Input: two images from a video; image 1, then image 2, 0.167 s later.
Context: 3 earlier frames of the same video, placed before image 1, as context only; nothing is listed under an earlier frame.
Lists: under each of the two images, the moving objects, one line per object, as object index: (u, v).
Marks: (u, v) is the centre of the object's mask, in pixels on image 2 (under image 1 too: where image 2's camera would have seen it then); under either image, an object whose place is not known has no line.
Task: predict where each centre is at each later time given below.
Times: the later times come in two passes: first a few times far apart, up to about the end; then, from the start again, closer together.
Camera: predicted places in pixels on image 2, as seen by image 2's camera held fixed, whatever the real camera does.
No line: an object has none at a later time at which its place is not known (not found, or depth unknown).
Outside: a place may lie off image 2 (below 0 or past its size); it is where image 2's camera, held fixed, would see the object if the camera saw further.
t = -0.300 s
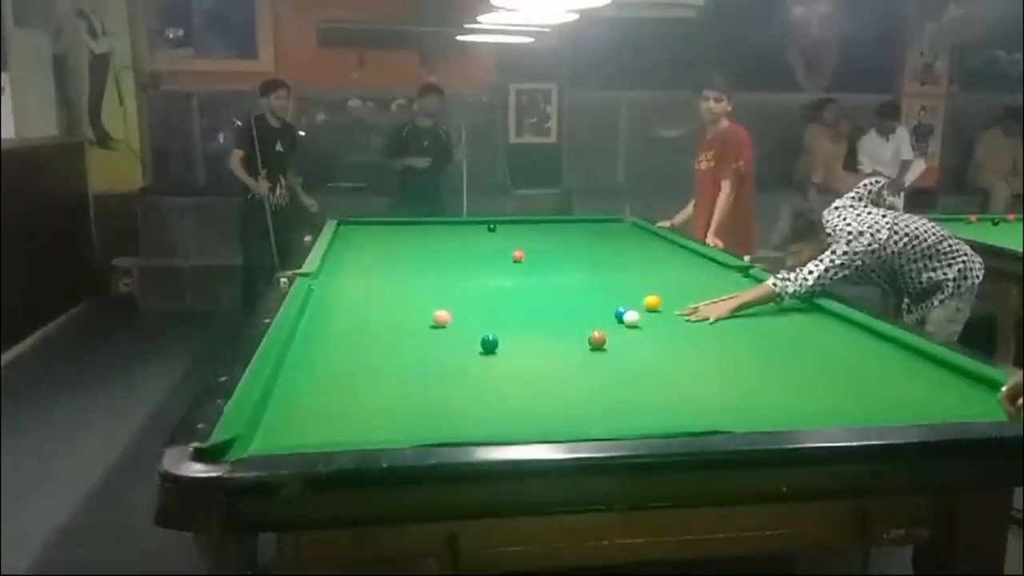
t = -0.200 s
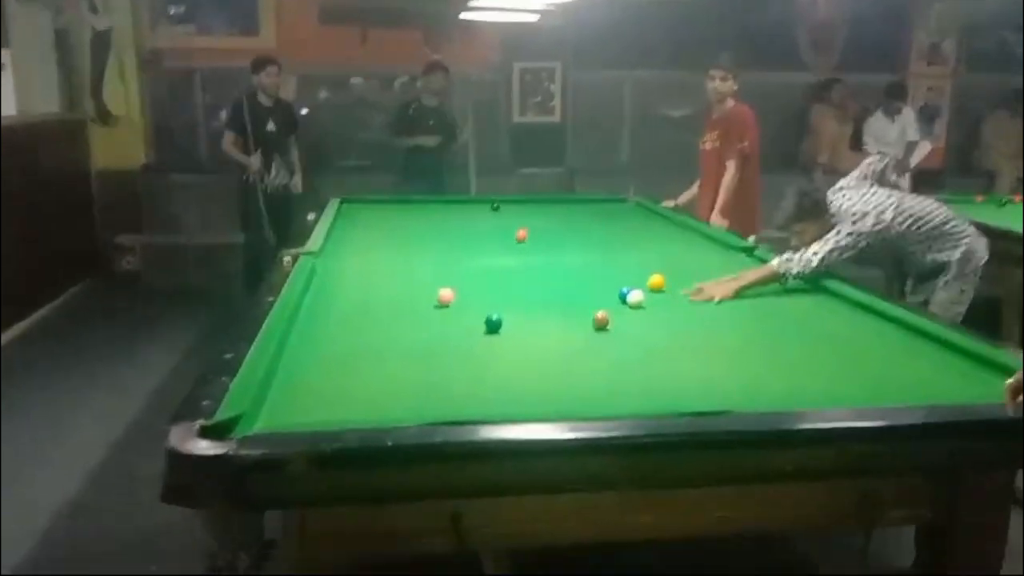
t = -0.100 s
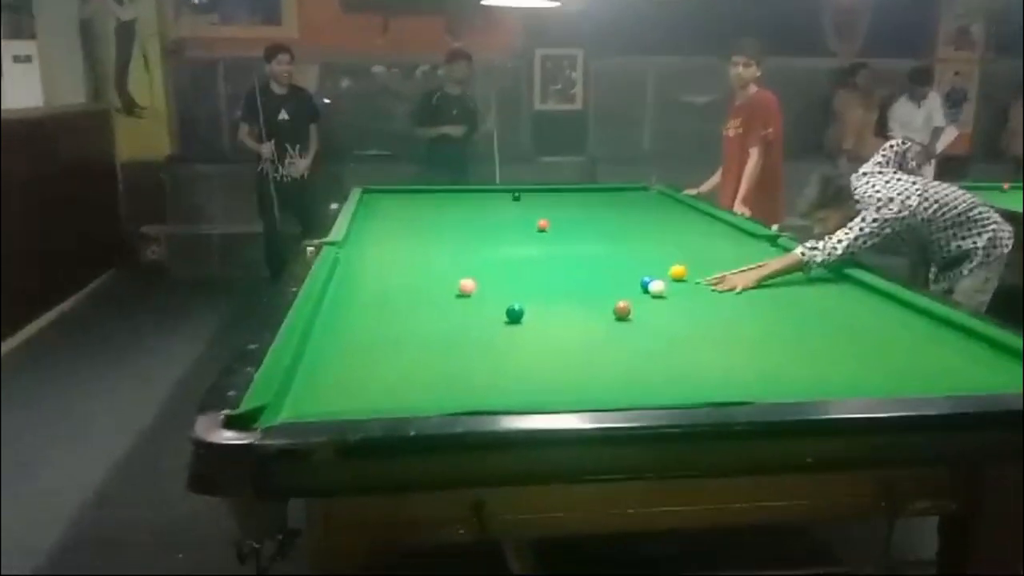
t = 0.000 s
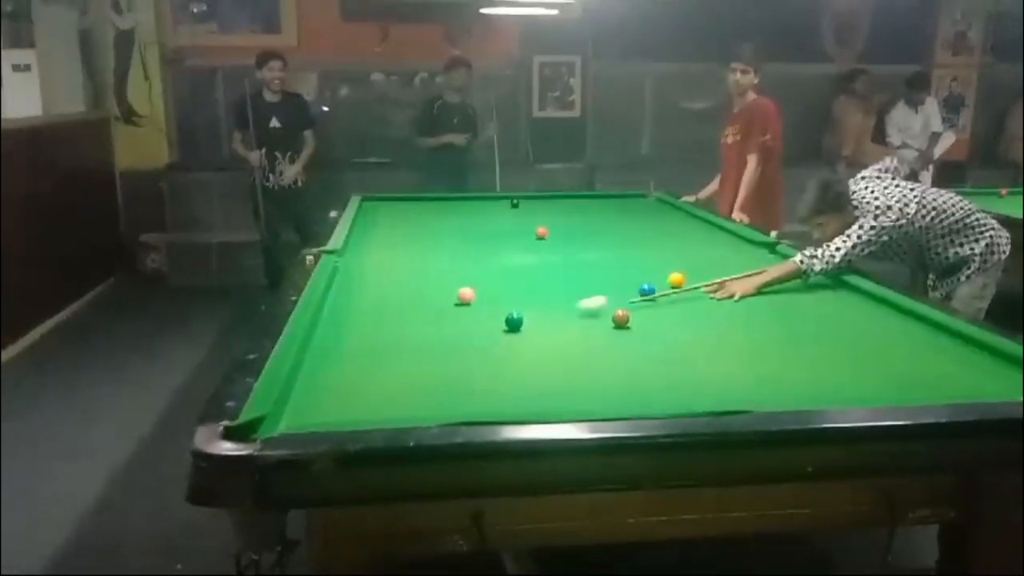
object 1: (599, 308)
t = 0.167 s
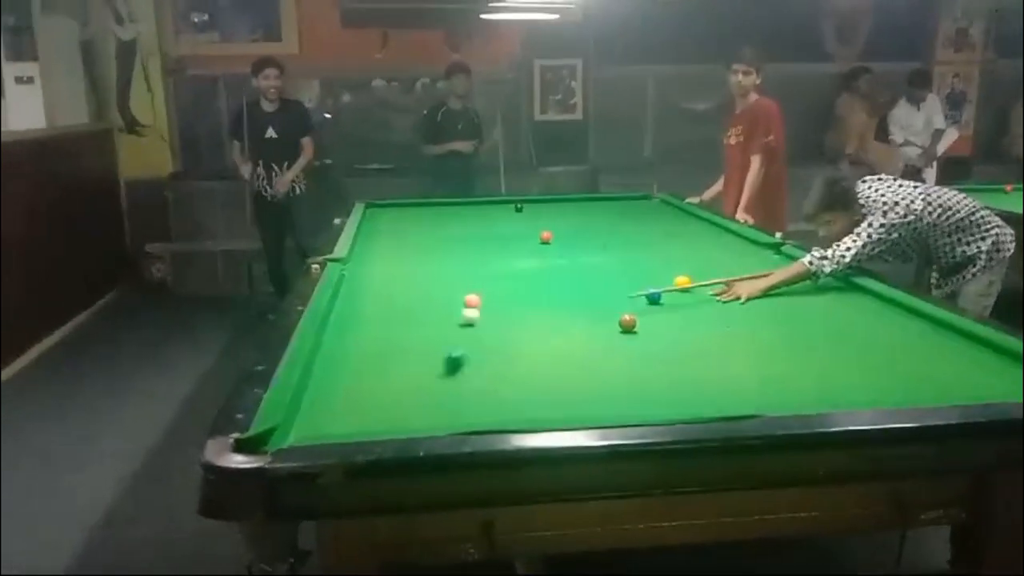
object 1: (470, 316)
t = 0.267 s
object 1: (427, 309)
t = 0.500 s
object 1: (361, 297)
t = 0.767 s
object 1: (361, 284)
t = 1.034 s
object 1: (390, 273)
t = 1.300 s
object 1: (417, 265)
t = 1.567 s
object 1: (440, 257)
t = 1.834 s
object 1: (459, 250)
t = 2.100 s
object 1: (476, 243)
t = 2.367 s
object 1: (491, 238)
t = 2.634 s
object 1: (504, 232)
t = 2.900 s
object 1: (514, 230)
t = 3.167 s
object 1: (524, 227)
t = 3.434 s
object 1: (533, 224)
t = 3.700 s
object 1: (540, 221)
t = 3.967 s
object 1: (546, 218)
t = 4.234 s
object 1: (553, 216)
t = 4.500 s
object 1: (557, 214)
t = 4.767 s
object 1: (562, 212)
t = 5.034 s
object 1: (565, 211)
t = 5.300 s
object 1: (568, 211)
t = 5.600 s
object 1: (570, 210)
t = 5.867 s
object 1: (571, 210)
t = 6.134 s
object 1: (571, 210)
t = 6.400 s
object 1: (571, 209)
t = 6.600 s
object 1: (571, 209)
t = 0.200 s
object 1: (454, 313)
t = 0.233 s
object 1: (440, 311)
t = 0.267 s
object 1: (427, 309)
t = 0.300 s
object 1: (415, 306)
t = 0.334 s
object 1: (404, 304)
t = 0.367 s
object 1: (394, 304)
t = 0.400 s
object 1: (386, 302)
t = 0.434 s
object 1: (377, 300)
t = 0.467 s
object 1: (369, 298)
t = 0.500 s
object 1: (361, 297)
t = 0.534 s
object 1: (355, 295)
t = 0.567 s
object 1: (347, 293)
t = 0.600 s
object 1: (341, 291)
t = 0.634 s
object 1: (342, 290)
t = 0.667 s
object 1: (347, 289)
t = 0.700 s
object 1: (352, 288)
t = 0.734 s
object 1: (356, 286)
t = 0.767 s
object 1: (361, 284)
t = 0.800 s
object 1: (364, 283)
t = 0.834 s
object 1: (368, 281)
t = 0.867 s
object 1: (372, 279)
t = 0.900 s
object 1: (375, 278)
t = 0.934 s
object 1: (379, 277)
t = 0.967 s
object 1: (383, 276)
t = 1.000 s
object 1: (387, 274)
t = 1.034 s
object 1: (390, 273)
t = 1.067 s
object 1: (393, 272)
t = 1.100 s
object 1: (397, 271)
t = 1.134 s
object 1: (400, 270)
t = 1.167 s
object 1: (404, 269)
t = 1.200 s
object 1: (407, 268)
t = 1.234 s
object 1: (410, 267)
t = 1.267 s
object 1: (413, 266)
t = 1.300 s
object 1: (417, 265)
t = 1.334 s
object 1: (419, 264)
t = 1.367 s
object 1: (422, 263)
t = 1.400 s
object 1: (426, 261)
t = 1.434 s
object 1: (429, 261)
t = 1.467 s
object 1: (431, 260)
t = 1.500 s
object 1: (434, 259)
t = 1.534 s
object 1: (437, 257)
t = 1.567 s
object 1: (440, 257)
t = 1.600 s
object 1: (443, 256)
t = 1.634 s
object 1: (445, 255)
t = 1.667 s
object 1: (447, 254)
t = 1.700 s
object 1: (450, 253)
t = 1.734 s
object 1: (452, 252)
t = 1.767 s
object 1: (455, 251)
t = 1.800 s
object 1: (457, 251)
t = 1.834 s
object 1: (459, 250)
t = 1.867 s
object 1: (461, 249)
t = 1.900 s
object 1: (464, 248)
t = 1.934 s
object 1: (466, 247)
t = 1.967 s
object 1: (468, 247)
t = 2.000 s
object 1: (470, 246)
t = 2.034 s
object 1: (472, 245)
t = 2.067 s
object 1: (474, 244)
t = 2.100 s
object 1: (476, 243)
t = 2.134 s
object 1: (478, 243)
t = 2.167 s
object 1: (480, 242)
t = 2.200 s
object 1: (482, 242)
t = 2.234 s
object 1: (484, 241)
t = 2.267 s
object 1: (486, 240)
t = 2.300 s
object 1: (488, 240)
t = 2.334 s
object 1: (490, 239)
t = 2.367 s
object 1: (491, 238)
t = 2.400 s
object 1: (493, 238)
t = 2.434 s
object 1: (494, 237)
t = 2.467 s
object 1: (496, 236)
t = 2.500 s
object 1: (498, 235)
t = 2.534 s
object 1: (499, 234)
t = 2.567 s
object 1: (501, 234)
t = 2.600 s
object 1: (502, 233)
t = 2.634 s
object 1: (504, 232)
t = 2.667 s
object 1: (506, 232)
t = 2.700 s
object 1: (507, 232)
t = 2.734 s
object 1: (509, 232)
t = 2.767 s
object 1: (510, 231)
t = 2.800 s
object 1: (511, 231)
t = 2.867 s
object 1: (512, 231)
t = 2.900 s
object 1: (514, 230)
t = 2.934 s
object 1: (515, 230)
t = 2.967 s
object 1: (516, 229)
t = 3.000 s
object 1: (518, 229)
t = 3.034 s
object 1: (519, 229)
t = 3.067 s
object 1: (520, 228)
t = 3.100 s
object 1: (521, 227)
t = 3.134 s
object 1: (522, 227)
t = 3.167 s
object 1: (524, 227)
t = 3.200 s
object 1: (525, 226)
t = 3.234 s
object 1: (526, 226)
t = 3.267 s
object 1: (527, 225)
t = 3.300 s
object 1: (528, 225)
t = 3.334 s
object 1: (529, 225)
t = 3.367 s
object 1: (530, 225)
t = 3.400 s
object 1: (532, 224)
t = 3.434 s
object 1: (533, 224)
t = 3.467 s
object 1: (534, 223)
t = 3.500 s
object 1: (535, 223)
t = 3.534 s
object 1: (536, 222)
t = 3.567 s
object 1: (537, 222)
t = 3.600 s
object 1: (538, 222)
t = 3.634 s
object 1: (539, 221)
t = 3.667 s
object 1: (539, 221)
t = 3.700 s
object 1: (540, 221)
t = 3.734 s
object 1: (541, 220)
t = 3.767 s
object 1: (542, 220)
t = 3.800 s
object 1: (543, 220)
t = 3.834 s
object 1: (544, 219)
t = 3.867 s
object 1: (544, 219)
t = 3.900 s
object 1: (545, 219)
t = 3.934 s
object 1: (546, 218)
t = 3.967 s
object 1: (546, 218)
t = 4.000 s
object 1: (547, 218)
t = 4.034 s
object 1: (548, 218)
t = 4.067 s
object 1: (549, 217)
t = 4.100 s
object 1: (550, 216)
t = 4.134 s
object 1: (551, 217)
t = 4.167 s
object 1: (552, 217)
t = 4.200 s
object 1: (552, 216)
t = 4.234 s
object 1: (553, 216)
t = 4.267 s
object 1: (554, 216)
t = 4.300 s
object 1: (554, 216)
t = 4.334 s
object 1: (554, 215)
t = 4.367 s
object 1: (555, 215)
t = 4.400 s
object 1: (555, 215)
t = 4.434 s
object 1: (556, 214)
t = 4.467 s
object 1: (557, 214)
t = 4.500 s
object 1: (557, 214)
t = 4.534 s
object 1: (558, 214)
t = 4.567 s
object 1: (559, 214)
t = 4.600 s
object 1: (559, 214)
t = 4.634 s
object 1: (559, 213)
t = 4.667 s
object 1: (560, 213)
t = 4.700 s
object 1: (560, 213)
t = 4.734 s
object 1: (561, 213)
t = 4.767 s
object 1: (562, 212)
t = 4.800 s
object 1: (562, 213)
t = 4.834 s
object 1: (562, 212)
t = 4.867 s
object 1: (563, 212)
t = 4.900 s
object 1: (563, 212)
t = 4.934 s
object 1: (563, 212)
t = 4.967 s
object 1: (564, 211)
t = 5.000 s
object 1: (564, 212)
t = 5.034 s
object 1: (565, 211)
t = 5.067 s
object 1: (565, 211)
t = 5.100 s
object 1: (566, 211)
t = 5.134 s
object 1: (566, 211)
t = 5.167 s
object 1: (566, 211)
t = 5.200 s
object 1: (566, 211)
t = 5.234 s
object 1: (567, 211)
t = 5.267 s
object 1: (568, 210)
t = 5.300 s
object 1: (568, 211)
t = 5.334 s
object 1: (568, 210)
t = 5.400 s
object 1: (569, 210)
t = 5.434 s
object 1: (569, 210)
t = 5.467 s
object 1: (569, 210)
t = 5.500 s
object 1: (569, 210)
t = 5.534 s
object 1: (570, 210)
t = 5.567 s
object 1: (570, 210)
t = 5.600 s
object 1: (570, 210)
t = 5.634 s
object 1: (571, 210)
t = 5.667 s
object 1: (571, 210)
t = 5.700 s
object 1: (571, 210)
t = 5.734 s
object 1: (571, 210)
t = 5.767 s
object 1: (571, 210)
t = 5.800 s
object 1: (571, 210)
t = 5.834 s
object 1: (571, 210)
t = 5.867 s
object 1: (571, 210)
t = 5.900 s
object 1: (571, 210)
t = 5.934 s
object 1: (571, 210)
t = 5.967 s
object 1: (571, 210)
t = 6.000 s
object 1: (572, 210)
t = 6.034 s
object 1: (571, 210)
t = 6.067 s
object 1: (571, 210)
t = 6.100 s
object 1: (571, 210)
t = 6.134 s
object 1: (571, 210)
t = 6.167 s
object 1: (571, 210)
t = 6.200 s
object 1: (571, 210)
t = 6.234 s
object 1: (571, 209)
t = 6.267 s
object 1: (571, 209)
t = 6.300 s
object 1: (571, 209)
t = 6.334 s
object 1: (571, 209)
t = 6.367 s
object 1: (571, 209)
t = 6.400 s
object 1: (571, 209)
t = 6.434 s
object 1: (571, 209)
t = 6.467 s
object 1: (571, 209)
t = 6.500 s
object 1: (571, 209)
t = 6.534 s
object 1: (571, 209)
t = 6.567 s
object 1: (571, 209)
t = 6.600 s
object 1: (571, 209)
